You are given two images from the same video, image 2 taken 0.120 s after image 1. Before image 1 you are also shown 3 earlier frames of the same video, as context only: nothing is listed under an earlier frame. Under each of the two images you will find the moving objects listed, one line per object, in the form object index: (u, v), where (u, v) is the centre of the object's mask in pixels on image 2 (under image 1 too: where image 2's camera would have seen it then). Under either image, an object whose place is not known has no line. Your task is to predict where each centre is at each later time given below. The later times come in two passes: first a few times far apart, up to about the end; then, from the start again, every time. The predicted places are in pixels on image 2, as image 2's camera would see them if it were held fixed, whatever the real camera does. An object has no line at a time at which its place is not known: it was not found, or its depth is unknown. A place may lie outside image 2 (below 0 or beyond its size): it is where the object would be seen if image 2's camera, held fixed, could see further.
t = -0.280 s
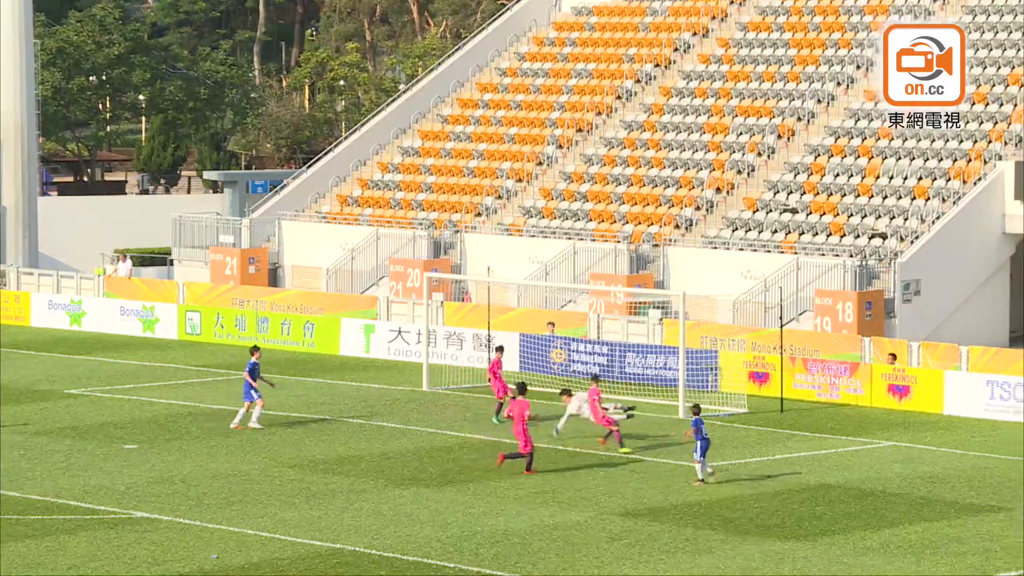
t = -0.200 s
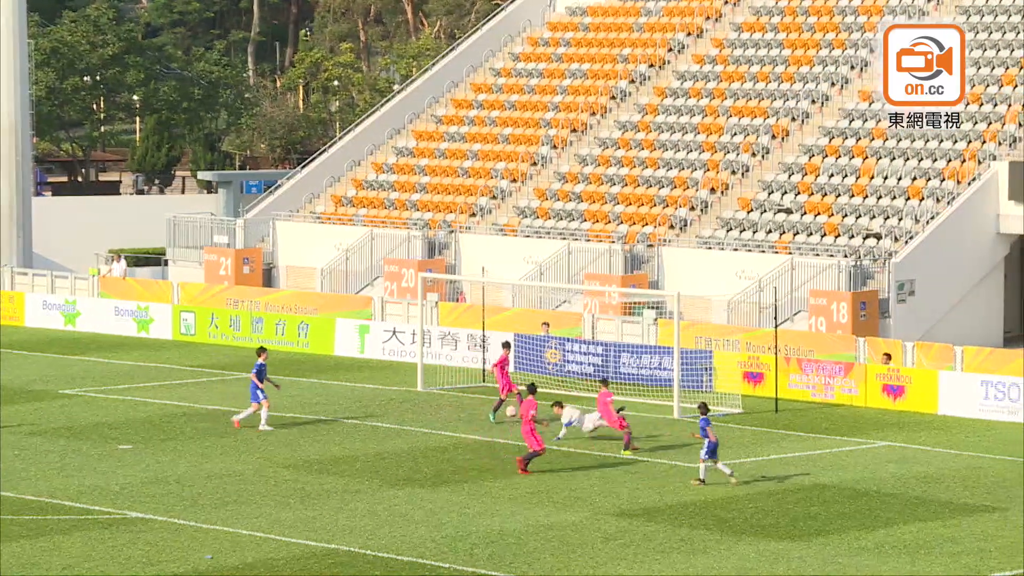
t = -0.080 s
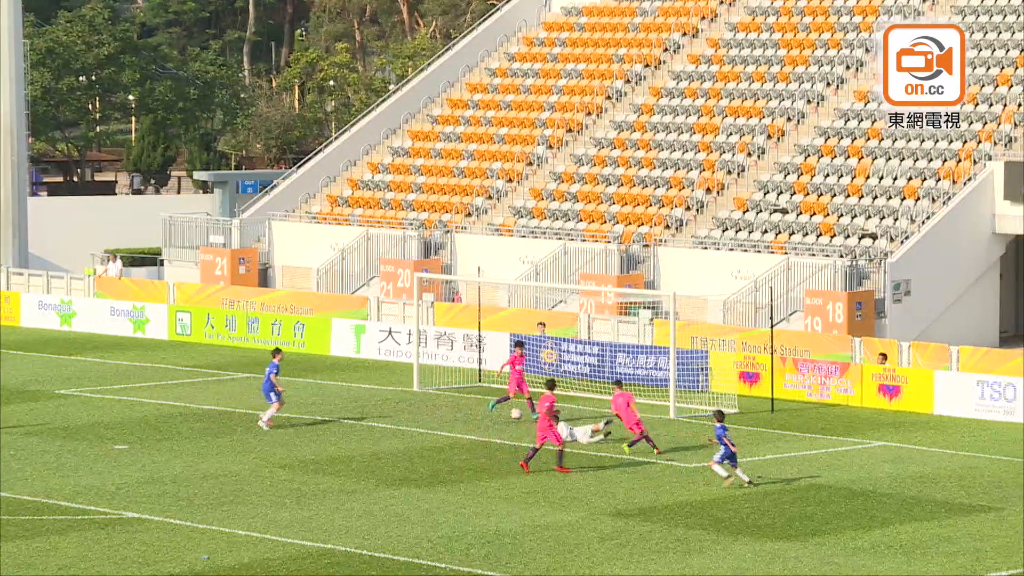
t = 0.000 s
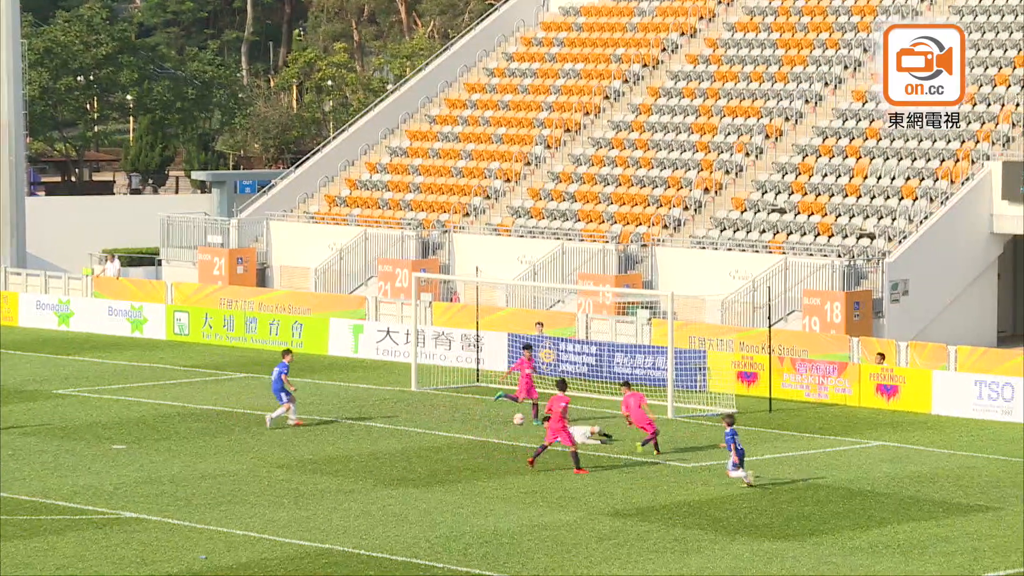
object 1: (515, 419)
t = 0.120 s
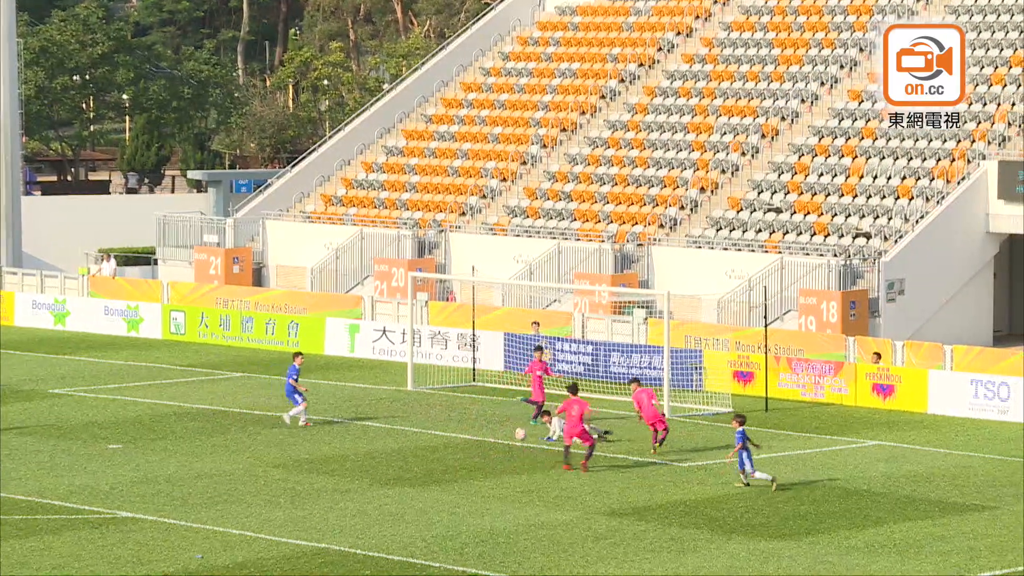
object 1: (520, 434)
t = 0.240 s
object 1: (524, 458)
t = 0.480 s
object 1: (524, 480)
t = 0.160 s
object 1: (522, 441)
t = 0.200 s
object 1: (522, 449)
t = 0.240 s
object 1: (524, 458)
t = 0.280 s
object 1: (523, 468)
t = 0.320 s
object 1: (524, 478)
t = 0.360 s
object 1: (524, 482)
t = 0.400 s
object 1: (524, 481)
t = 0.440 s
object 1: (524, 480)
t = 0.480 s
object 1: (524, 480)
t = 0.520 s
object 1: (523, 481)
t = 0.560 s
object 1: (523, 483)
